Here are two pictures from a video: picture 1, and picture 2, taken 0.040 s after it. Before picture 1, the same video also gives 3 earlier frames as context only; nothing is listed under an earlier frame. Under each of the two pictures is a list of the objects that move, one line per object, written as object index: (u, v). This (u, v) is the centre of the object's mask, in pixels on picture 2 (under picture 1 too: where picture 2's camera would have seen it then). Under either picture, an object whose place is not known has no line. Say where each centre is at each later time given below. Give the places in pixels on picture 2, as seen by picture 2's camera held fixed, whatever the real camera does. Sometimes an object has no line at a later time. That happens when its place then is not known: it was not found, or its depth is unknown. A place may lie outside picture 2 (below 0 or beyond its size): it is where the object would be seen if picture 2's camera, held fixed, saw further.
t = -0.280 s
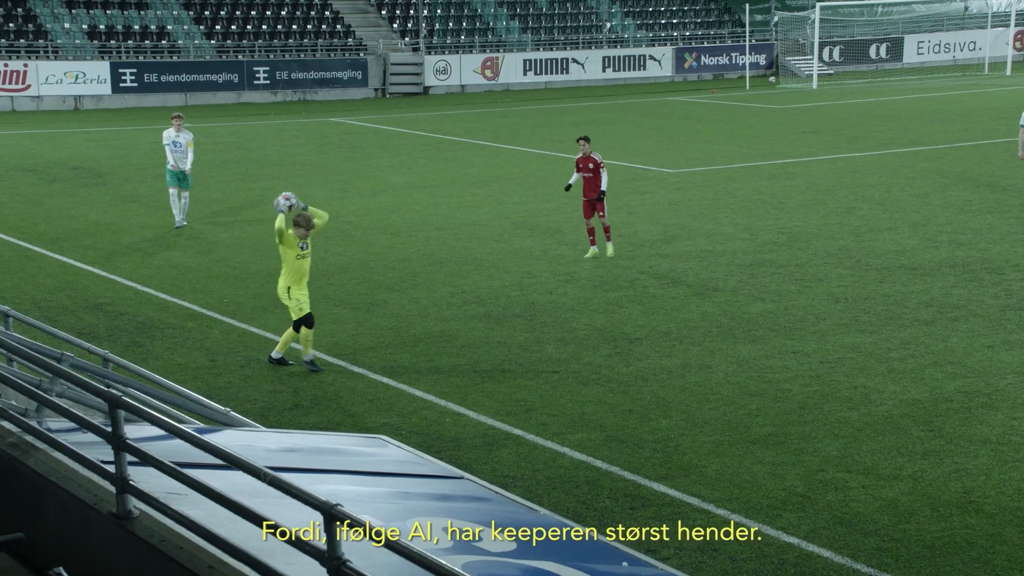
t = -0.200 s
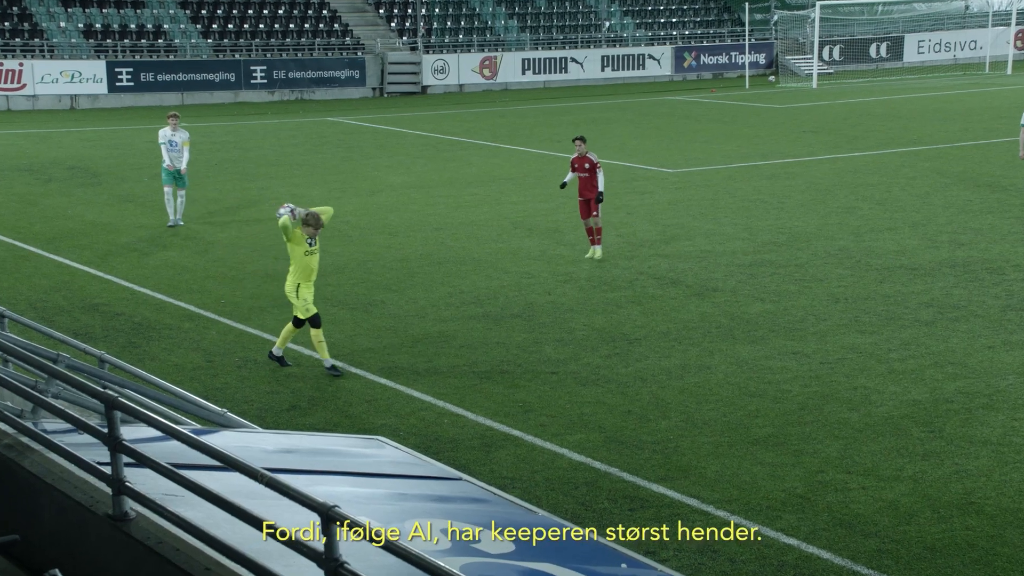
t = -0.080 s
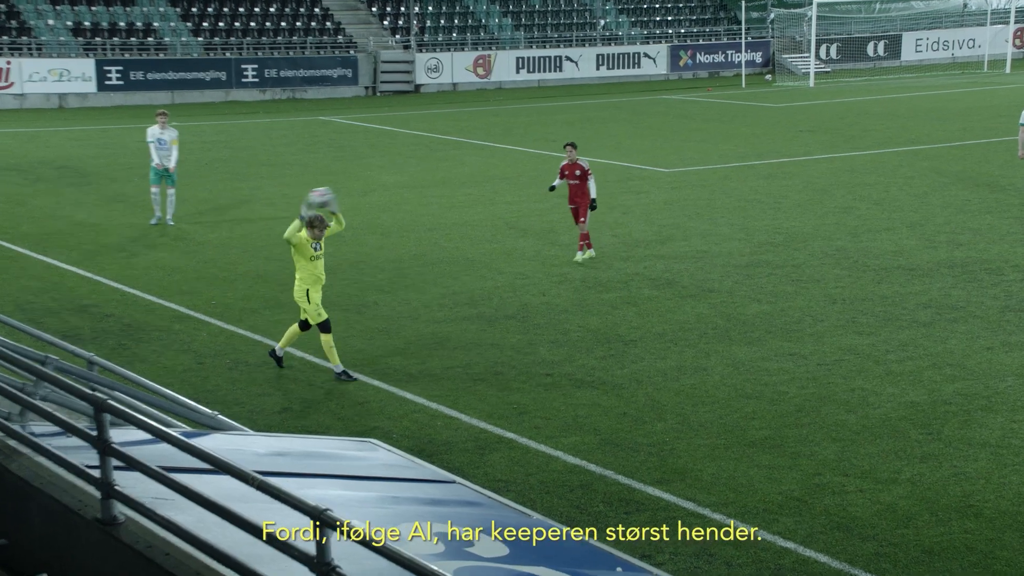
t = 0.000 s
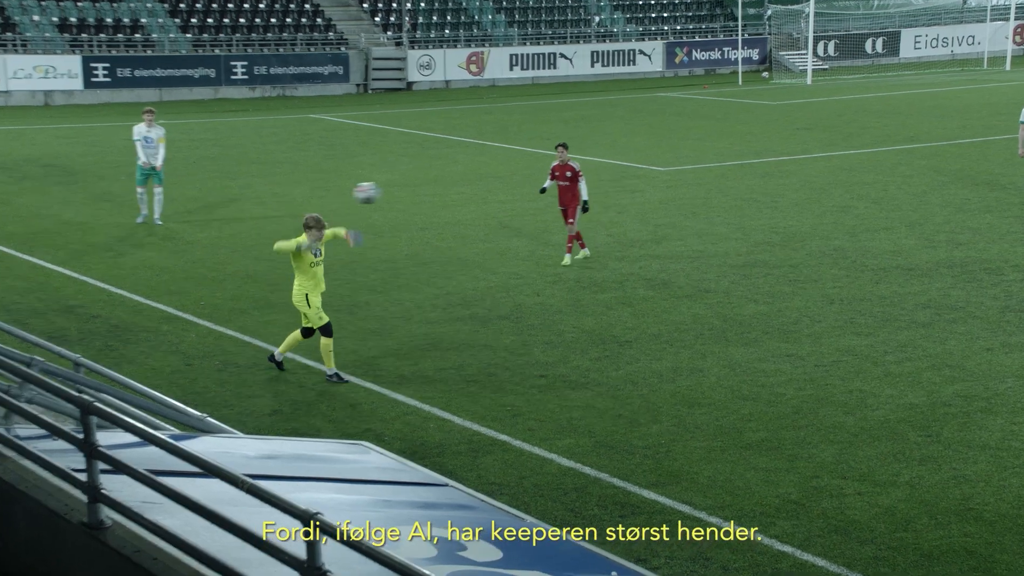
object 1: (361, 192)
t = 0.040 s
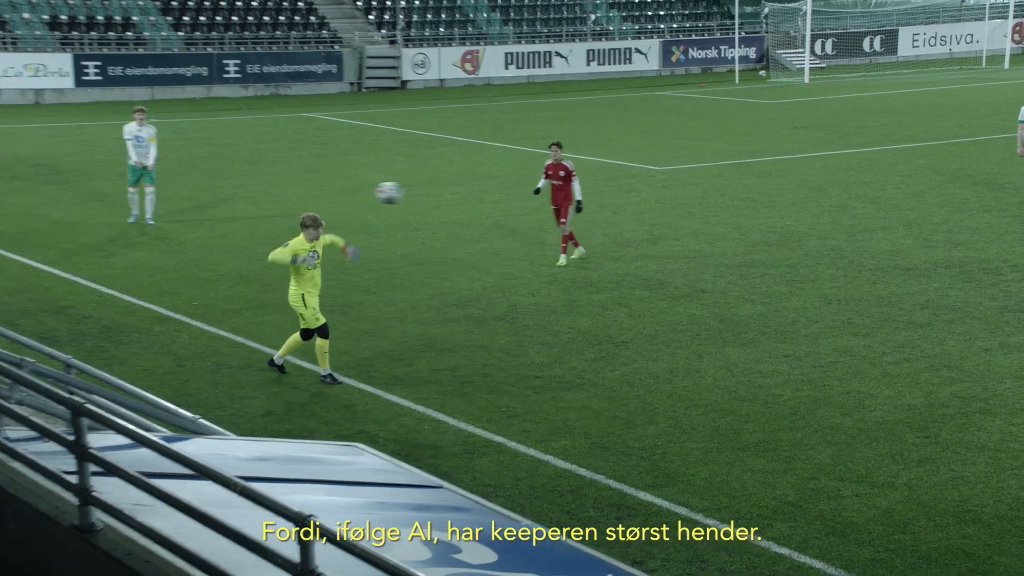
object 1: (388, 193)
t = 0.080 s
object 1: (416, 195)
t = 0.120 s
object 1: (445, 198)
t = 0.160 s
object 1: (474, 203)
